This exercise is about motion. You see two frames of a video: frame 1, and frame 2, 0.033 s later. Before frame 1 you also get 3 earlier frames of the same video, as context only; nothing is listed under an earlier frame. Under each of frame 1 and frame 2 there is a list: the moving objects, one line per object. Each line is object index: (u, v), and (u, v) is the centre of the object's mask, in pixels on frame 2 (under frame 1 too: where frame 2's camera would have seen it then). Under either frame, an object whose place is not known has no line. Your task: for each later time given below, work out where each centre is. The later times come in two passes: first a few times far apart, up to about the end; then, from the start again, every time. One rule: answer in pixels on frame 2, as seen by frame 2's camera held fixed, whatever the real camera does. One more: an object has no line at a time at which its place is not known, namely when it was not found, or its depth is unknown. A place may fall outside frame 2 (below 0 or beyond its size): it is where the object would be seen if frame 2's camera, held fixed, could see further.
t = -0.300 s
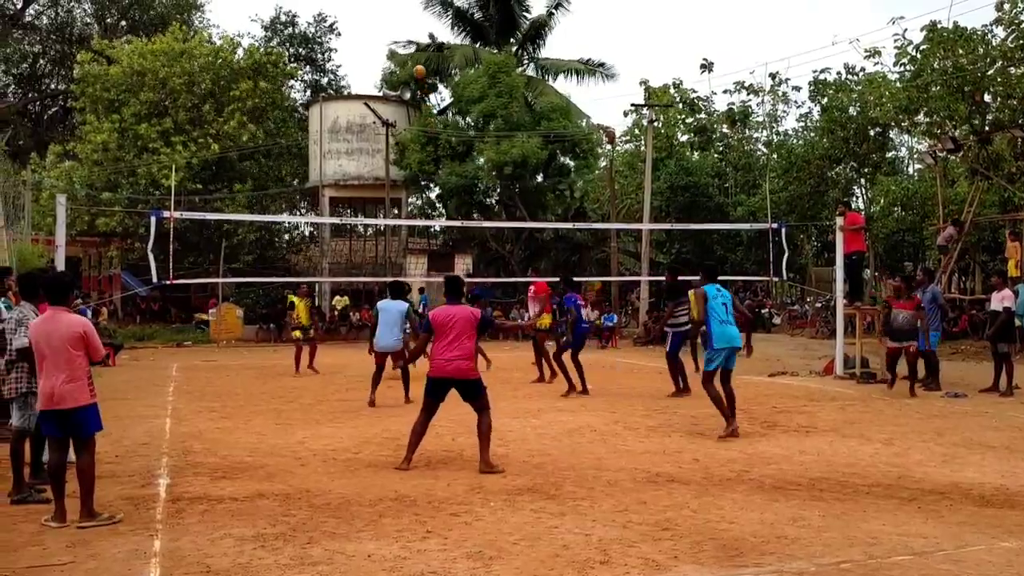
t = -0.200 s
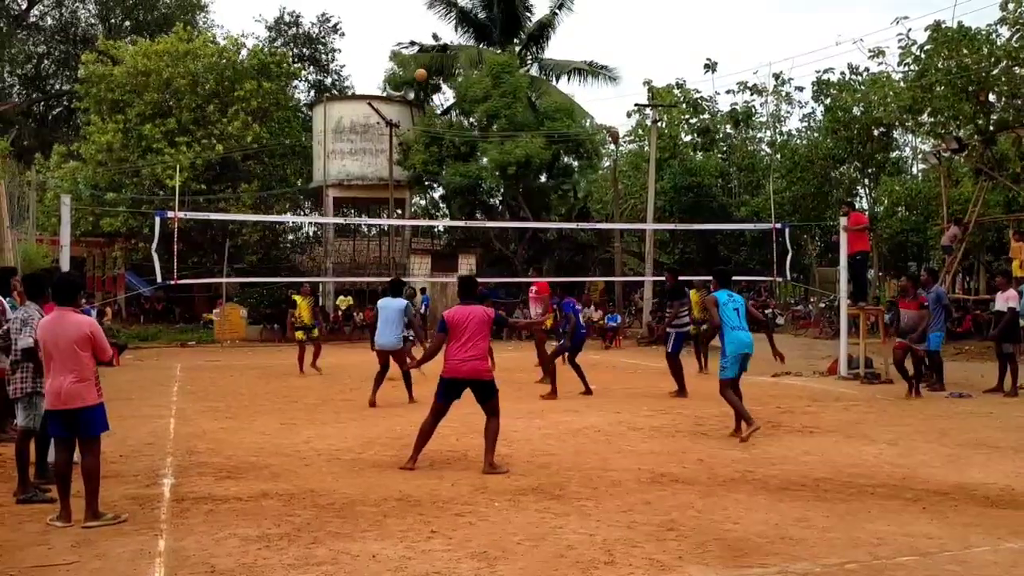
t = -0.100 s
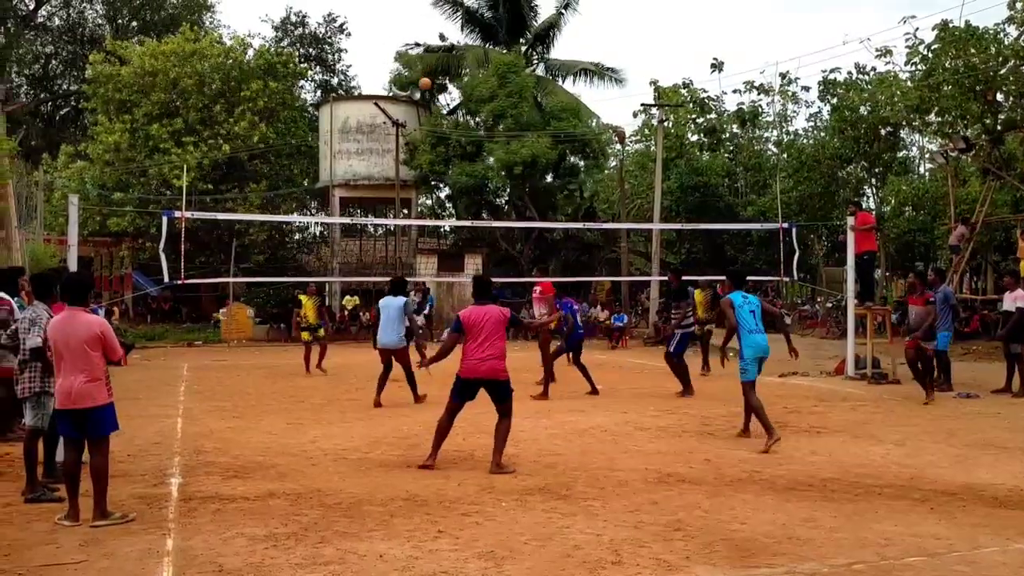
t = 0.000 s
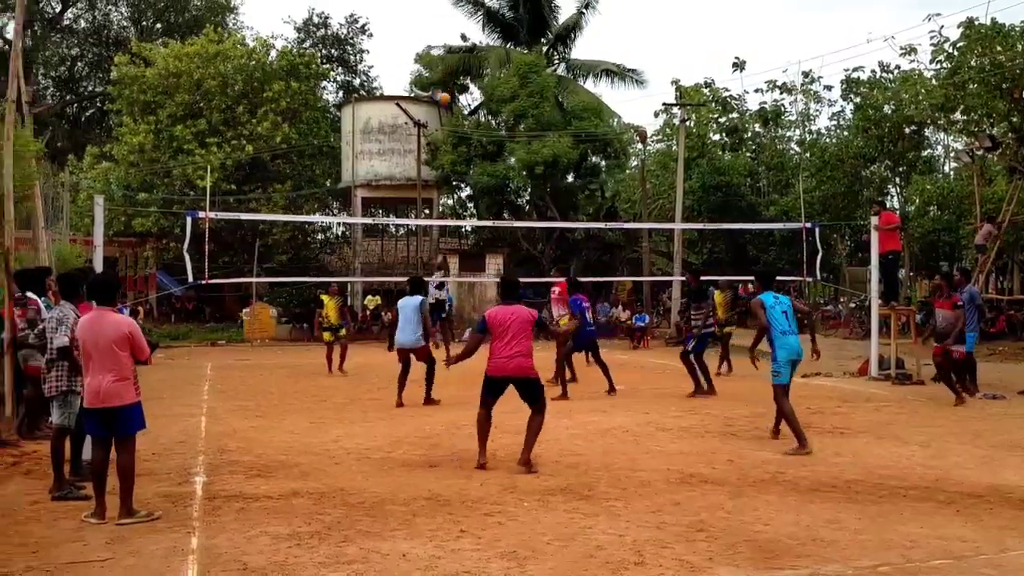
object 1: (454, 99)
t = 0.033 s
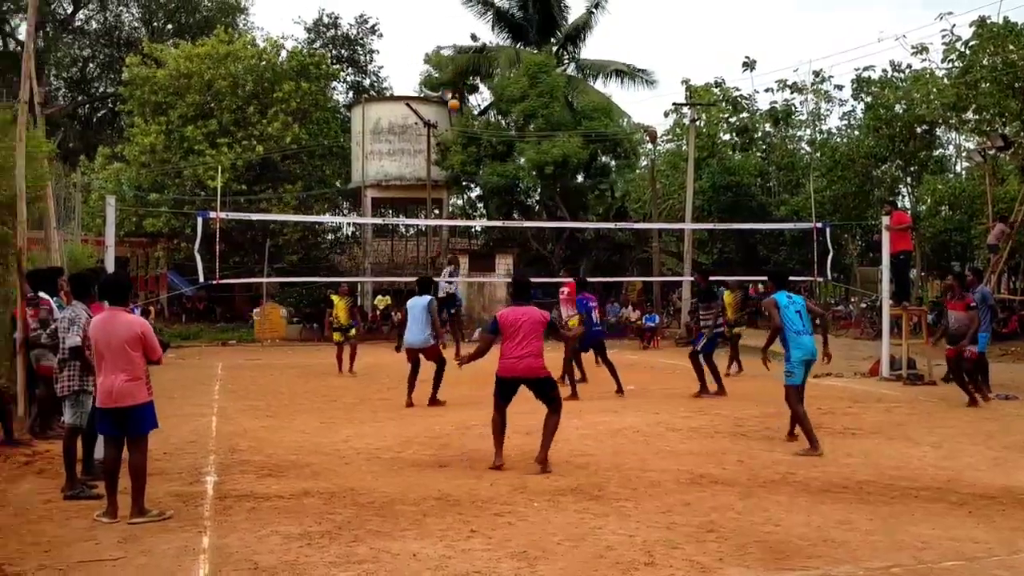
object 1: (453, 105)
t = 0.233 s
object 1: (449, 156)
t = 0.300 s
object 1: (448, 179)
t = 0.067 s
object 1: (453, 112)
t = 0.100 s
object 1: (452, 119)
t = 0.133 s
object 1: (451, 128)
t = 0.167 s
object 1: (450, 136)
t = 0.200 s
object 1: (450, 146)
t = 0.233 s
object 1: (449, 156)
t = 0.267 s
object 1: (449, 167)
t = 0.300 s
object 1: (448, 179)
